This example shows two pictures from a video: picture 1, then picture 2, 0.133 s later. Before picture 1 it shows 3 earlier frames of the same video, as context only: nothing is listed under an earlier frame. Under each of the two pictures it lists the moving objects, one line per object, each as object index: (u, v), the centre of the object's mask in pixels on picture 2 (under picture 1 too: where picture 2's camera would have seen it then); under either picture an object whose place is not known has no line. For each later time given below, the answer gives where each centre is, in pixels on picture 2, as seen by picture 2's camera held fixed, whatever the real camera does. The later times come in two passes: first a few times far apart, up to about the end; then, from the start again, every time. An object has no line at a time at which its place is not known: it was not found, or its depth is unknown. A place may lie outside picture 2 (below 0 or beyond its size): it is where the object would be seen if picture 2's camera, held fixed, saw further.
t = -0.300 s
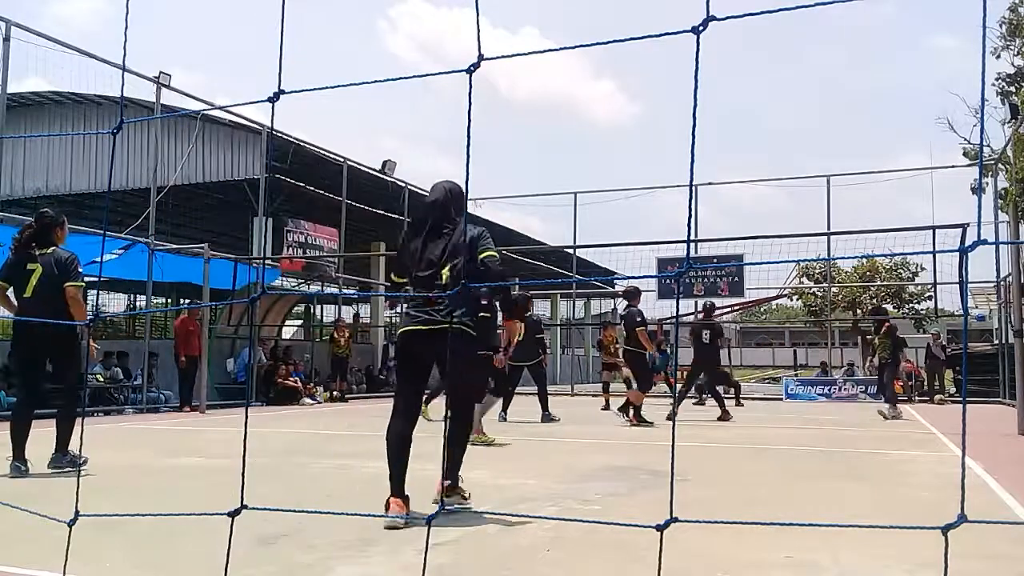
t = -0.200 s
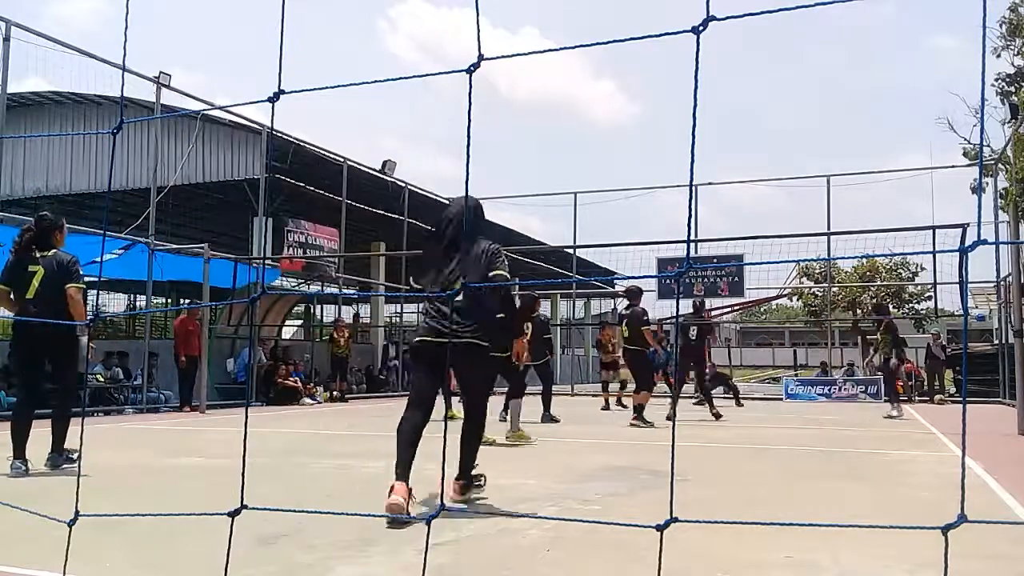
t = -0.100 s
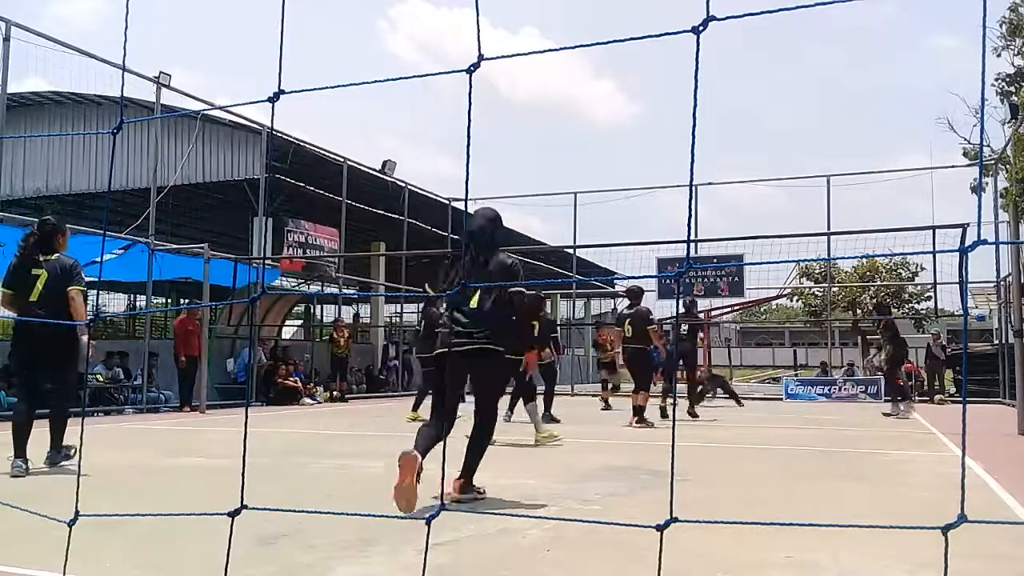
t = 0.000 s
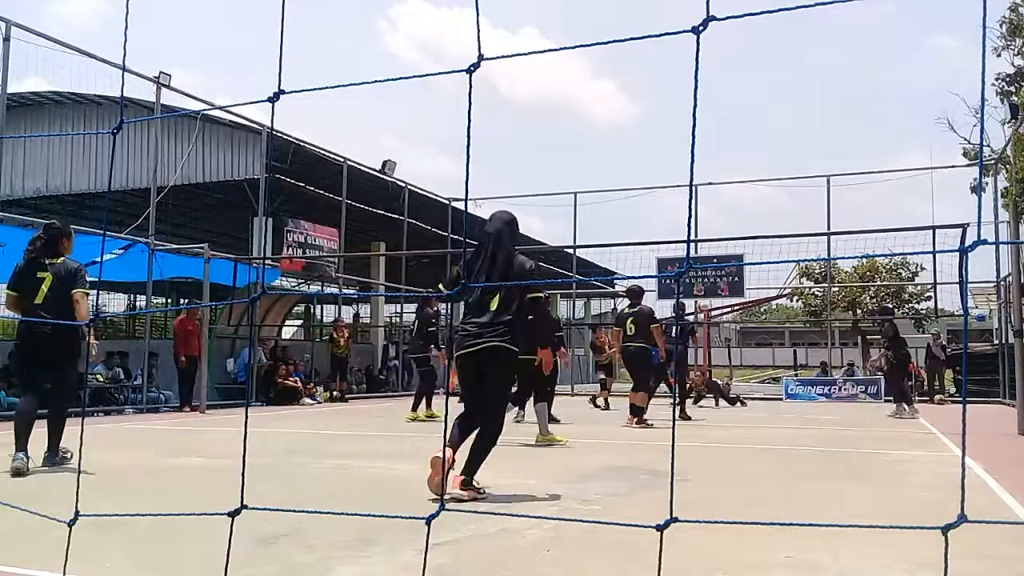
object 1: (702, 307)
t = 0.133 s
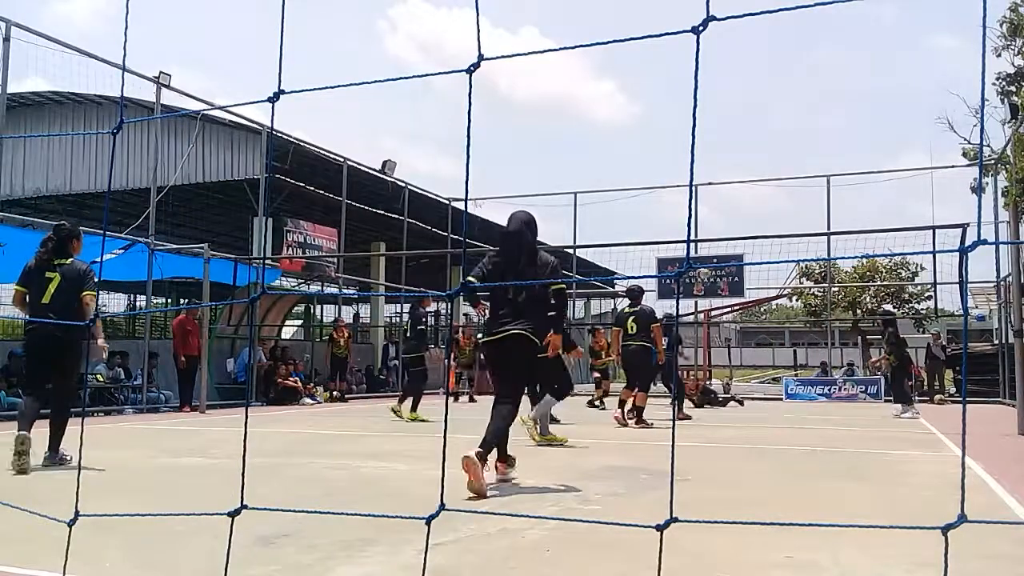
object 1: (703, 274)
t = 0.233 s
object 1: (703, 255)
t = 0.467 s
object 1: (704, 229)
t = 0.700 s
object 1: (707, 233)
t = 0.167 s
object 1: (702, 262)
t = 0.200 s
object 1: (699, 260)
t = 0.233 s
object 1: (703, 255)
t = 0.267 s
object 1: (703, 249)
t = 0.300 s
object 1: (703, 246)
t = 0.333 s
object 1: (703, 240)
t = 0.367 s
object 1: (705, 234)
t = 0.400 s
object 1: (704, 233)
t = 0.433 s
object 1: (704, 231)
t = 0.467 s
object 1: (704, 229)
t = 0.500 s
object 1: (705, 228)
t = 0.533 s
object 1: (705, 228)
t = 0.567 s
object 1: (705, 228)
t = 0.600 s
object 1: (706, 228)
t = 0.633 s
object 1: (706, 229)
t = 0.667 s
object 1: (707, 232)
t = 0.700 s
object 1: (707, 233)
